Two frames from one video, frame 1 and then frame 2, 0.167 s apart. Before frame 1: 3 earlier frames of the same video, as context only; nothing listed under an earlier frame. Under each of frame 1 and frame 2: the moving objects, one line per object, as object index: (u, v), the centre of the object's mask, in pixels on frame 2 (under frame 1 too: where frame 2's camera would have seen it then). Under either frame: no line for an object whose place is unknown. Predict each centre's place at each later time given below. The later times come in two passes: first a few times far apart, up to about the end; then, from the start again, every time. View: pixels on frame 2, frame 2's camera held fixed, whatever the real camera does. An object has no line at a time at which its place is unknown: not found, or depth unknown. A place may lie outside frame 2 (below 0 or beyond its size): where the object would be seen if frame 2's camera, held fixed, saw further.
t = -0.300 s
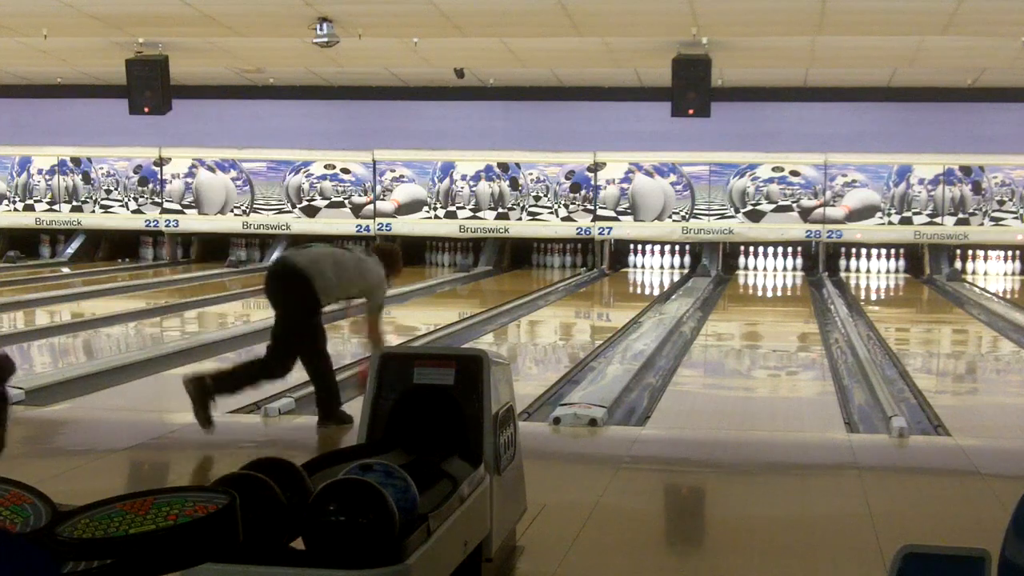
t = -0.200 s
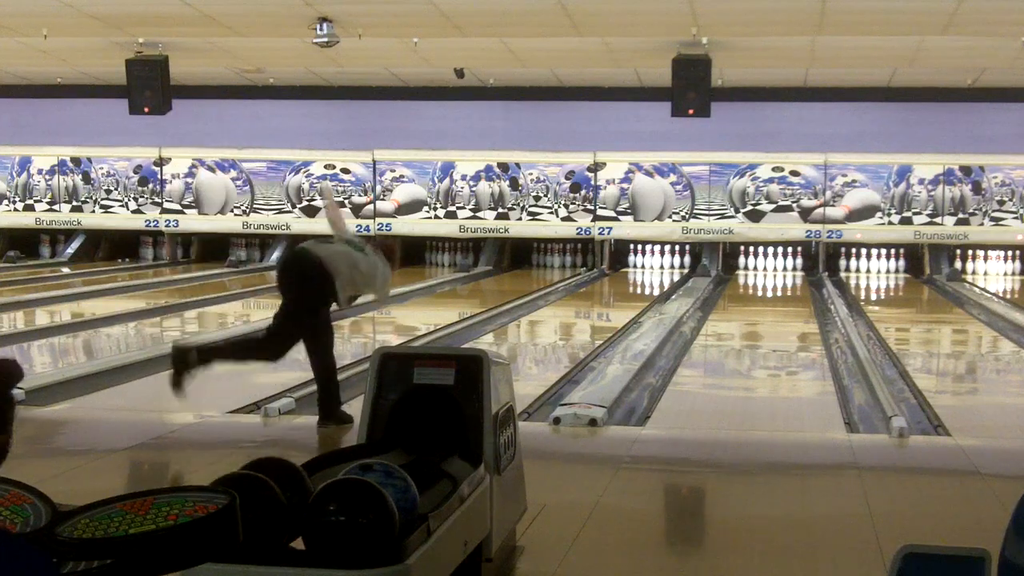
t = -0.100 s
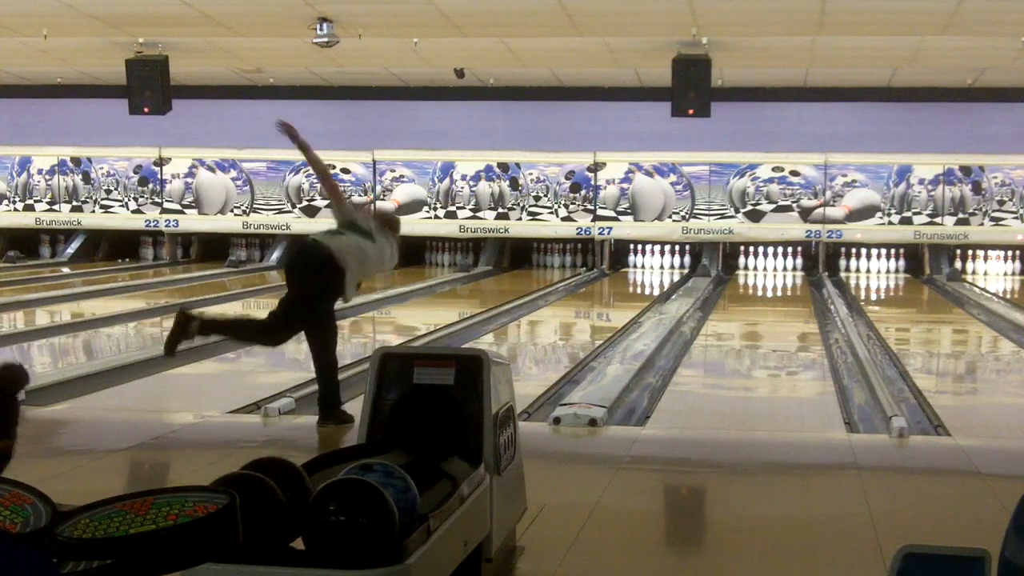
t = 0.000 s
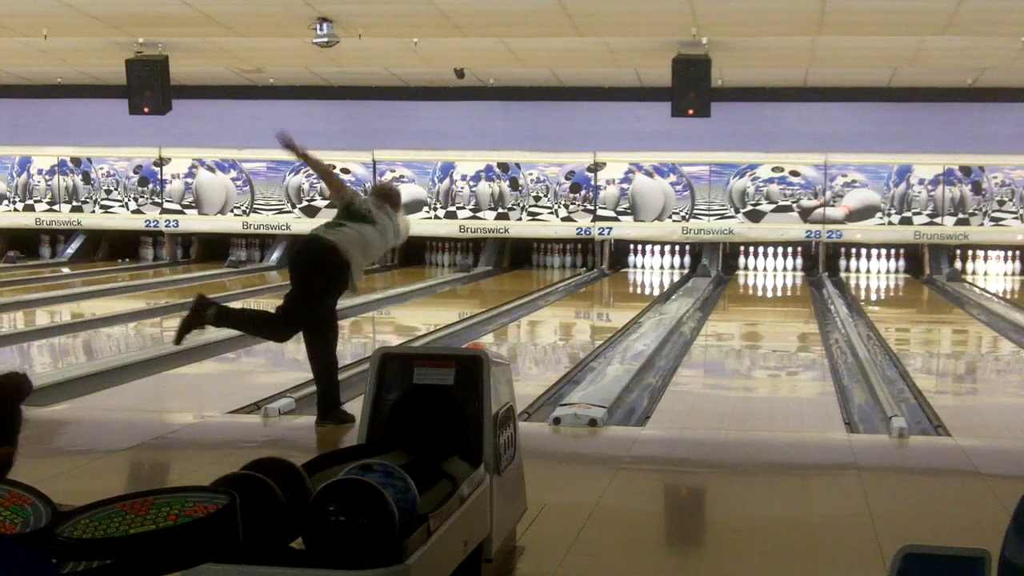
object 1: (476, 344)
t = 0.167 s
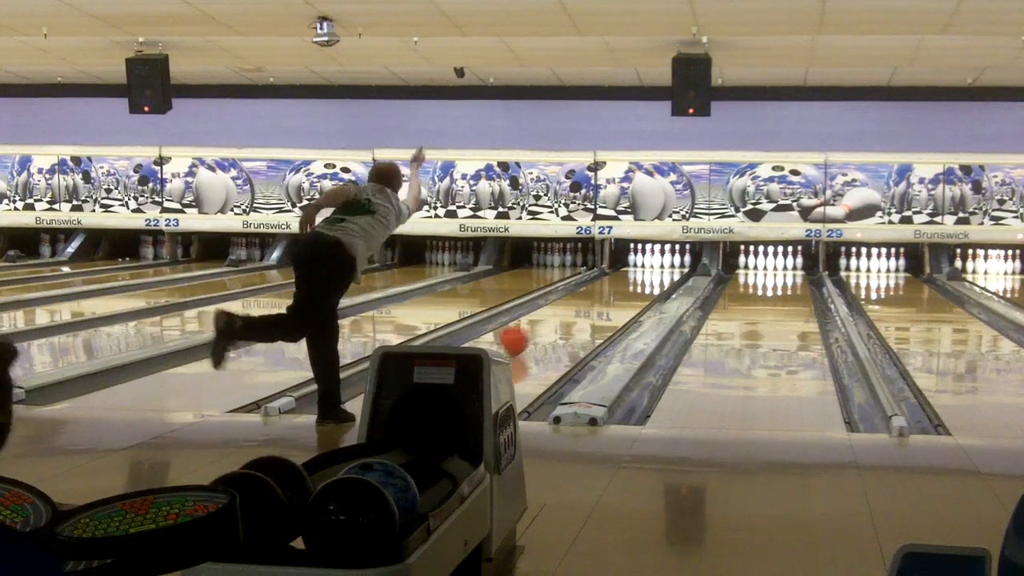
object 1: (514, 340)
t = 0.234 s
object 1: (527, 334)
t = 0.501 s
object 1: (570, 317)
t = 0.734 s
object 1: (598, 305)
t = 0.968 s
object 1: (621, 293)
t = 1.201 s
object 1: (637, 285)
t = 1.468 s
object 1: (651, 277)
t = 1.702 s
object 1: (658, 272)
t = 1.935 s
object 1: (661, 266)
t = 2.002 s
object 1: (662, 265)
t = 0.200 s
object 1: (520, 338)
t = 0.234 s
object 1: (527, 334)
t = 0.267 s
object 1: (534, 332)
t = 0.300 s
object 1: (539, 329)
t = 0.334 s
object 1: (544, 327)
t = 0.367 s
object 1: (550, 325)
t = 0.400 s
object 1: (556, 323)
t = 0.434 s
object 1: (561, 321)
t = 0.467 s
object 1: (565, 319)
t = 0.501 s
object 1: (570, 317)
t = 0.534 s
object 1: (574, 315)
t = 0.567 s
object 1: (579, 313)
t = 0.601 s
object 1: (583, 311)
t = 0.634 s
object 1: (587, 309)
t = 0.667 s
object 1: (591, 308)
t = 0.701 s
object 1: (594, 306)
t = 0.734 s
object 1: (598, 305)
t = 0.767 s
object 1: (602, 302)
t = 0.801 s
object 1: (606, 301)
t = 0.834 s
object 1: (609, 299)
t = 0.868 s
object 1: (612, 298)
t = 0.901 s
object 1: (615, 297)
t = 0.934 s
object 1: (618, 295)
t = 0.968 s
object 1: (621, 293)
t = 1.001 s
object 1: (622, 292)
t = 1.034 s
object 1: (625, 291)
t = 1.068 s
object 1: (628, 290)
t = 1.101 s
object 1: (631, 289)
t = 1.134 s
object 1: (635, 287)
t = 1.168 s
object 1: (636, 286)
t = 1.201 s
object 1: (637, 285)
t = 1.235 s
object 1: (639, 284)
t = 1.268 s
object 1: (642, 283)
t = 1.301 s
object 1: (644, 282)
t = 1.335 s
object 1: (645, 281)
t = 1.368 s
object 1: (646, 280)
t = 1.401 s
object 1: (648, 279)
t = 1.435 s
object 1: (649, 278)
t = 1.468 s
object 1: (651, 277)
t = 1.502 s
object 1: (652, 276)
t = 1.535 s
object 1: (653, 275)
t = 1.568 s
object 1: (654, 275)
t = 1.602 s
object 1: (655, 274)
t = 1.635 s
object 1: (656, 273)
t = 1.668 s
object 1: (657, 272)
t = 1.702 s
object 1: (658, 272)
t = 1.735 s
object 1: (658, 271)
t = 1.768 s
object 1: (659, 270)
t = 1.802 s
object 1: (659, 269)
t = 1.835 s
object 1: (660, 268)
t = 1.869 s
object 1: (661, 267)
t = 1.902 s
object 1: (661, 267)
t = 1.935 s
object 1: (661, 266)
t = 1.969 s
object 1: (661, 266)
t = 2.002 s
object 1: (662, 265)
